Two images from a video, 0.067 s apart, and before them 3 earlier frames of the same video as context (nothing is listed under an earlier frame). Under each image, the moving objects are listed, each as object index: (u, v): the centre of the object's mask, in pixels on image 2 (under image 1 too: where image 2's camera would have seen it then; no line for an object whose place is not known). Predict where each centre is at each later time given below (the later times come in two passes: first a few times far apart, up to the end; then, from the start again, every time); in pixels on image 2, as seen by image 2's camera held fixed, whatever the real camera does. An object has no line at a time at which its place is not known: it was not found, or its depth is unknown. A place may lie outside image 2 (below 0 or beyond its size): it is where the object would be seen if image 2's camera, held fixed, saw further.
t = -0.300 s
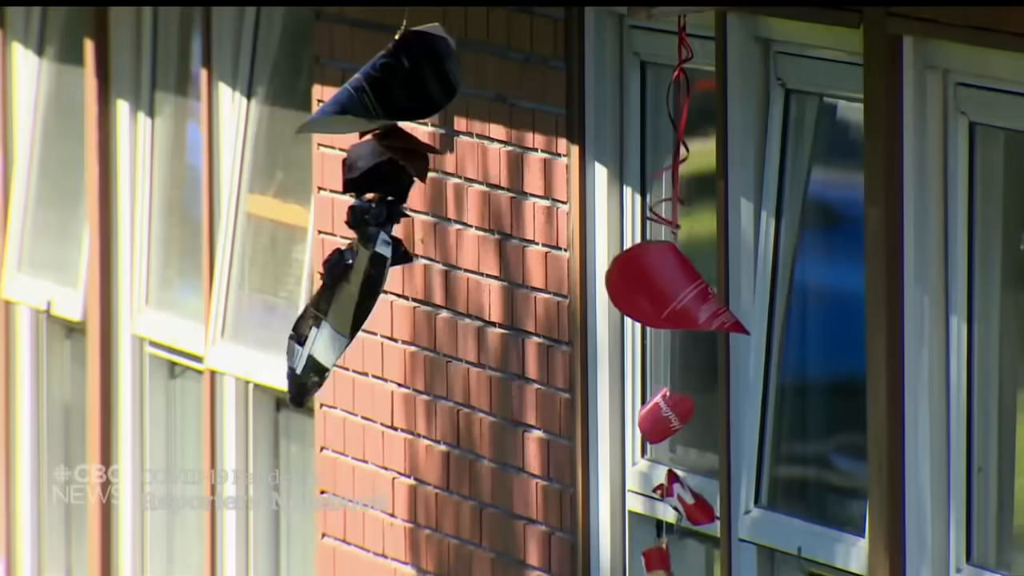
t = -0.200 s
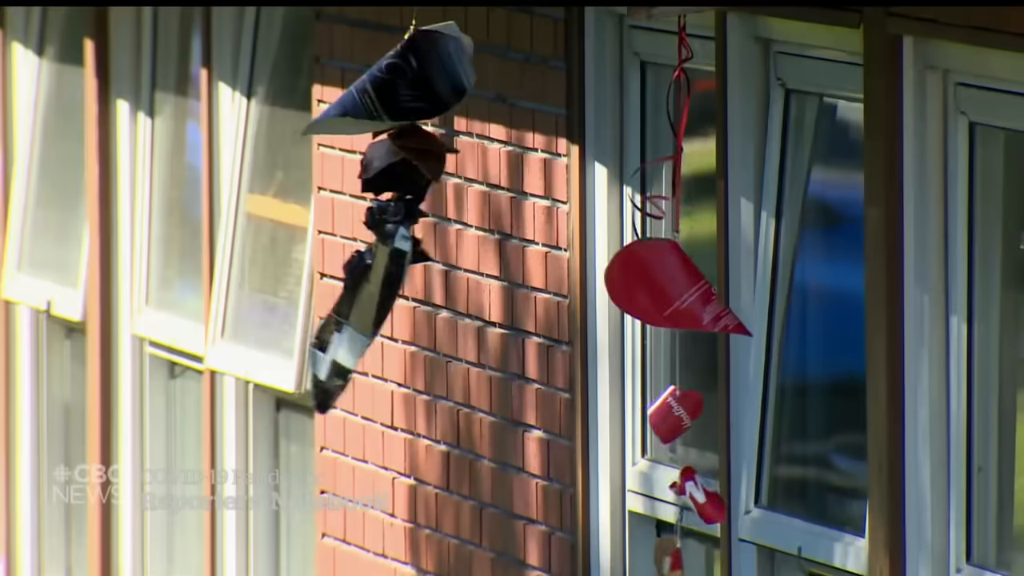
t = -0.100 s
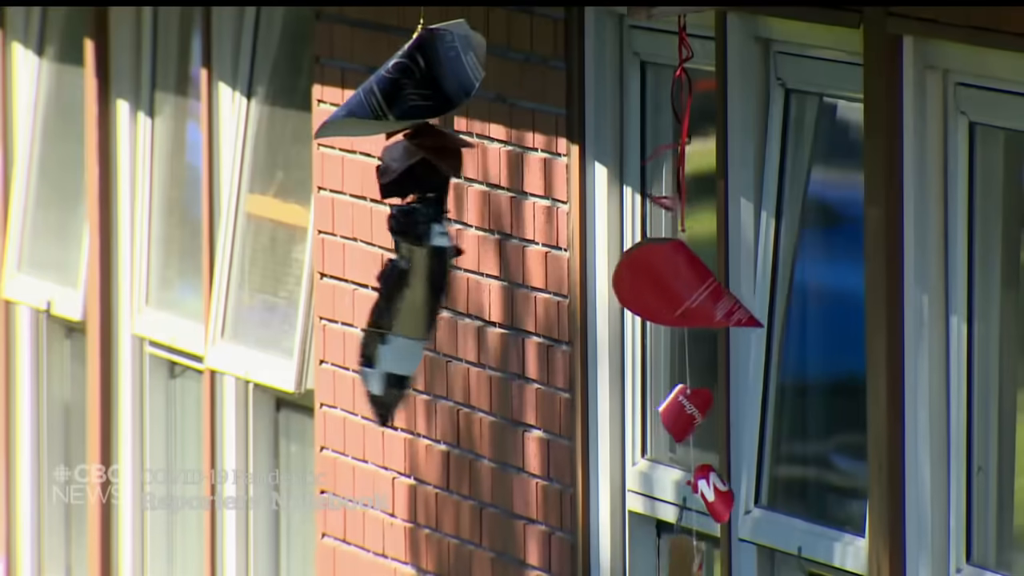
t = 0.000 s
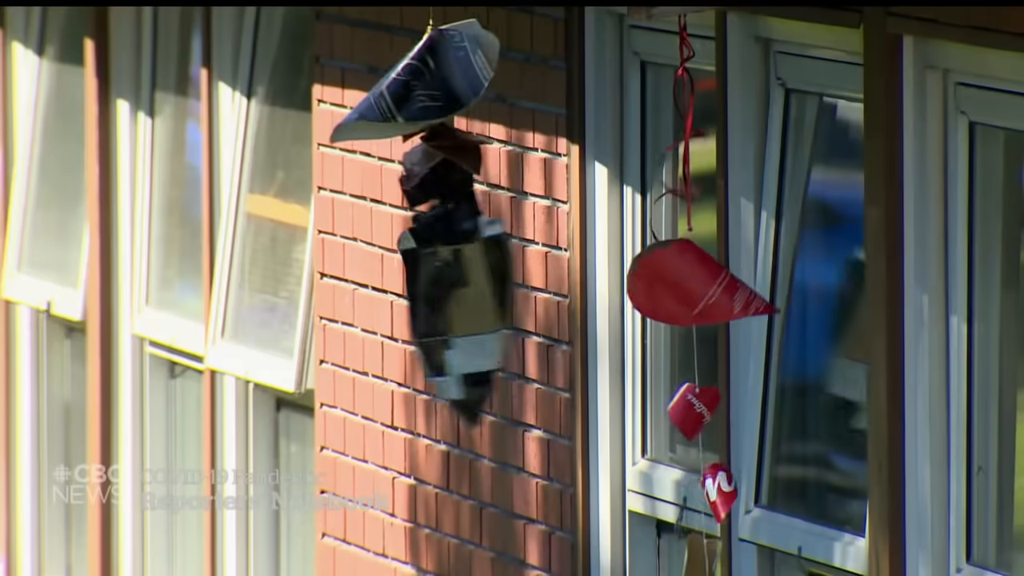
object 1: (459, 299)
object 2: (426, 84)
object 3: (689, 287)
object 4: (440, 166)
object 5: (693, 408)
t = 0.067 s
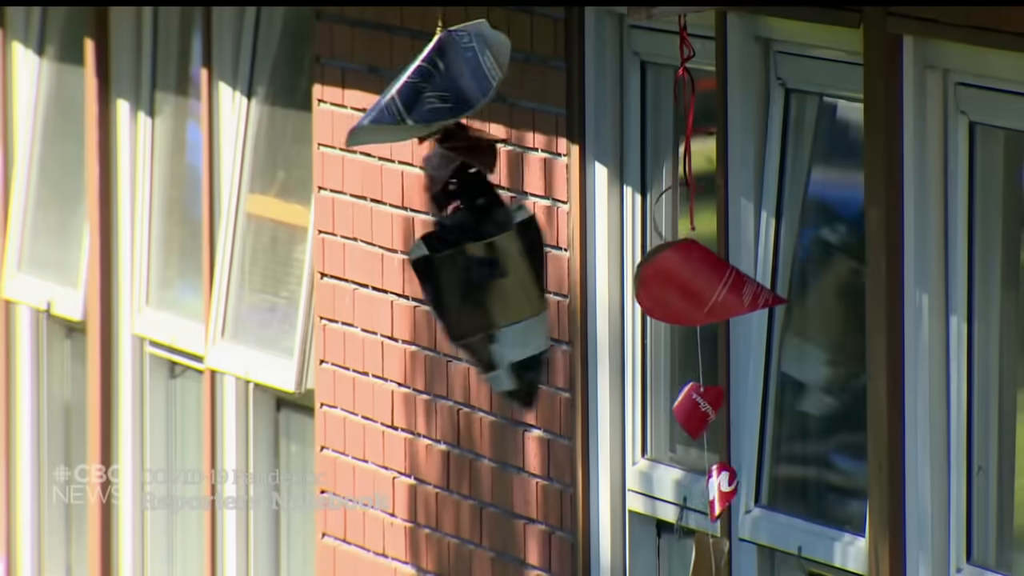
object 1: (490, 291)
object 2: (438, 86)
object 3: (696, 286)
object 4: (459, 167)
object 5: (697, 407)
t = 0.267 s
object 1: (521, 255)
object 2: (483, 82)
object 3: (694, 285)
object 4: (521, 138)
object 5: (704, 408)
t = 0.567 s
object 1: (497, 255)
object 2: (476, 80)
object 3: (673, 289)
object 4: (495, 141)
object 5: (682, 415)
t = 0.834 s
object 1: (388, 292)
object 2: (444, 90)
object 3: (696, 291)
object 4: (419, 162)
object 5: (677, 416)
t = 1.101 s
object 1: (365, 301)
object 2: (457, 85)
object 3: (676, 290)
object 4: (414, 173)
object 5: (654, 422)
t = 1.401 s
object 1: (439, 269)
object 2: (441, 94)
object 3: (700, 291)
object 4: (399, 156)
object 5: (686, 417)
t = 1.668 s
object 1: (485, 278)
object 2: (490, 87)
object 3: (705, 287)
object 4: (464, 131)
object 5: (708, 413)
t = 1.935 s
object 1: (517, 311)
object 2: (481, 88)
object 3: (695, 288)
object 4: (472, 174)
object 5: (725, 416)
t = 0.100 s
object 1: (503, 287)
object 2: (445, 86)
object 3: (698, 286)
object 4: (470, 163)
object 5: (699, 407)
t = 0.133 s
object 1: (511, 277)
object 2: (453, 87)
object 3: (700, 285)
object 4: (483, 154)
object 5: (701, 408)
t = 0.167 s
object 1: (518, 273)
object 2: (461, 86)
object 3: (700, 285)
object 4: (495, 153)
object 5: (704, 408)
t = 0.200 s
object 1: (523, 274)
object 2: (469, 85)
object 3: (699, 285)
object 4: (503, 152)
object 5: (705, 408)
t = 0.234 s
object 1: (521, 261)
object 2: (477, 84)
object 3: (697, 285)
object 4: (515, 142)
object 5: (705, 408)
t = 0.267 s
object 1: (521, 255)
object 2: (483, 82)
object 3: (694, 285)
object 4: (521, 138)
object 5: (704, 408)
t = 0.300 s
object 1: (521, 250)
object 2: (489, 80)
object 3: (691, 286)
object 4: (523, 138)
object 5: (703, 409)
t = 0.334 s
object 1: (520, 245)
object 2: (493, 77)
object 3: (687, 286)
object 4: (527, 134)
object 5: (700, 410)
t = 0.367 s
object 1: (521, 246)
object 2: (496, 75)
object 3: (683, 287)
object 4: (526, 134)
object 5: (697, 411)
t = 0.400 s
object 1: (520, 246)
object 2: (496, 74)
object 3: (680, 288)
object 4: (523, 135)
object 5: (692, 412)
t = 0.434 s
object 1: (518, 246)
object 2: (494, 74)
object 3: (677, 288)
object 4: (518, 135)
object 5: (689, 413)
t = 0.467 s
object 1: (514, 252)
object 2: (492, 72)
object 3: (675, 289)
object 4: (509, 143)
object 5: (686, 413)
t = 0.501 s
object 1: (511, 256)
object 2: (487, 73)
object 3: (673, 289)
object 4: (502, 145)
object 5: (685, 414)
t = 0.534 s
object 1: (503, 247)
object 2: (483, 74)
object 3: (673, 289)
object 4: (499, 138)
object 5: (683, 414)
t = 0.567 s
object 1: (497, 255)
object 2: (476, 80)
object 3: (673, 289)
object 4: (495, 141)
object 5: (682, 415)
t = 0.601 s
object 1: (488, 262)
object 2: (471, 80)
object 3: (674, 290)
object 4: (475, 148)
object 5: (681, 415)
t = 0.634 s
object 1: (479, 278)
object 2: (466, 83)
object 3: (677, 290)
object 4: (459, 152)
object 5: (680, 415)
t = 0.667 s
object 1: (465, 276)
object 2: (460, 87)
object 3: (680, 291)
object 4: (455, 165)
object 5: (680, 415)
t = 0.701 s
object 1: (450, 281)
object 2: (454, 90)
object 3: (684, 291)
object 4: (444, 154)
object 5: (679, 416)
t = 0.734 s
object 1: (434, 286)
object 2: (448, 97)
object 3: (688, 291)
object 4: (438, 157)
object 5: (679, 416)
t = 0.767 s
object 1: (418, 290)
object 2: (448, 90)
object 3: (692, 291)
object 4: (427, 158)
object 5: (677, 416)
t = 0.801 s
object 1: (403, 292)
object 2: (445, 90)
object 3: (695, 291)
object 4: (422, 160)
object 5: (677, 416)
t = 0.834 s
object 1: (388, 292)
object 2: (444, 90)
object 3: (696, 291)
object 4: (419, 162)
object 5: (677, 416)
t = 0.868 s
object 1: (375, 291)
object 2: (444, 90)
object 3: (697, 291)
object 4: (422, 153)
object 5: (677, 417)
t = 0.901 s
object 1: (364, 290)
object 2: (446, 86)
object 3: (695, 291)
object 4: (410, 170)
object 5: (676, 417)
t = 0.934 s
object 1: (356, 296)
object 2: (450, 84)
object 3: (693, 291)
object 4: (412, 164)
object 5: (673, 419)
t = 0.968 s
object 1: (351, 298)
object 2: (453, 82)
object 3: (690, 291)
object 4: (417, 170)
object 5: (670, 420)
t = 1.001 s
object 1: (350, 301)
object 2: (455, 81)
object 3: (687, 292)
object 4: (418, 172)
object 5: (667, 421)
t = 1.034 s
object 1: (351, 302)
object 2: (457, 81)
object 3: (684, 291)
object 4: (413, 174)
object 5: (662, 422)
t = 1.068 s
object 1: (357, 302)
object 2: (458, 83)
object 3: (680, 291)
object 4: (414, 173)
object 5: (657, 422)
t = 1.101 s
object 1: (365, 301)
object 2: (457, 85)
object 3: (676, 290)
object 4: (414, 173)
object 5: (654, 422)
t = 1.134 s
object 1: (377, 298)
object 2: (454, 85)
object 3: (673, 290)
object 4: (415, 172)
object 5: (652, 422)
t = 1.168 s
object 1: (392, 290)
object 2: (449, 89)
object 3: (671, 291)
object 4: (410, 162)
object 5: (651, 422)
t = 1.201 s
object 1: (404, 286)
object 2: (445, 91)
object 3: (671, 290)
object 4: (408, 162)
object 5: (653, 422)
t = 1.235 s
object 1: (414, 287)
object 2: (440, 92)
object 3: (672, 291)
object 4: (406, 166)
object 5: (655, 421)
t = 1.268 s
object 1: (422, 288)
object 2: (437, 90)
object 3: (676, 292)
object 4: (398, 146)
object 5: (660, 421)
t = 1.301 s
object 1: (428, 287)
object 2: (434, 90)
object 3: (680, 292)
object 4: (396, 149)
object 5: (665, 419)
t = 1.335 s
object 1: (434, 287)
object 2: (434, 90)
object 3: (686, 292)
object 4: (394, 155)
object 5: (673, 419)
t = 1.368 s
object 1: (435, 268)
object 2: (437, 92)
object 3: (693, 291)
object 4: (399, 143)
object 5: (680, 418)
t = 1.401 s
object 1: (439, 269)
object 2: (441, 94)
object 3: (700, 291)
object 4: (399, 156)
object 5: (686, 417)
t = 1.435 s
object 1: (445, 268)
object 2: (446, 94)
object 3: (706, 290)
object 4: (404, 154)
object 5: (696, 415)
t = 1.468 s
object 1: (454, 279)
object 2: (451, 93)
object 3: (711, 289)
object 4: (413, 142)
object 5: (700, 414)
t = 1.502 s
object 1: (456, 265)
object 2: (457, 93)
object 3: (714, 288)
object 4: (422, 142)
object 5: (705, 413)
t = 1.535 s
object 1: (463, 266)
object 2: (463, 92)
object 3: (715, 287)
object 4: (432, 141)
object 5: (707, 412)
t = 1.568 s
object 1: (469, 265)
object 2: (470, 90)
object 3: (714, 287)
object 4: (442, 137)
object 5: (709, 412)
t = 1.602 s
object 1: (475, 268)
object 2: (478, 89)
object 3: (712, 286)
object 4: (450, 136)
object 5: (710, 412)
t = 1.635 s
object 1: (480, 272)
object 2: (484, 88)
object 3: (709, 287)
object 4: (457, 134)
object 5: (710, 412)
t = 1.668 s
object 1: (485, 278)
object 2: (490, 87)
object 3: (705, 287)
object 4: (464, 131)
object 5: (708, 413)
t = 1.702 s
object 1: (493, 293)
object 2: (493, 86)
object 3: (701, 287)
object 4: (477, 151)
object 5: (708, 414)
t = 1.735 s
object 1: (498, 304)
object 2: (494, 86)
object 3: (698, 287)
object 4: (482, 151)
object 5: (711, 415)
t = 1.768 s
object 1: (503, 310)
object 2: (494, 85)
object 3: (696, 288)
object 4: (485, 150)
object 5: (713, 416)
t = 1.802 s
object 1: (508, 313)
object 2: (493, 85)
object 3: (694, 288)
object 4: (488, 171)
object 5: (716, 416)
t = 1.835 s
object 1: (512, 314)
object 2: (491, 86)
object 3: (694, 288)
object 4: (487, 172)
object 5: (719, 416)
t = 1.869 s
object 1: (515, 314)
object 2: (488, 86)
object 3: (694, 288)
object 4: (481, 172)
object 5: (721, 416)
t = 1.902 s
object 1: (517, 313)
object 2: (485, 87)
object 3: (694, 288)
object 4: (476, 173)
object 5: (723, 416)
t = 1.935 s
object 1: (517, 311)
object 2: (481, 88)
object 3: (695, 288)
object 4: (472, 174)
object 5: (725, 416)
